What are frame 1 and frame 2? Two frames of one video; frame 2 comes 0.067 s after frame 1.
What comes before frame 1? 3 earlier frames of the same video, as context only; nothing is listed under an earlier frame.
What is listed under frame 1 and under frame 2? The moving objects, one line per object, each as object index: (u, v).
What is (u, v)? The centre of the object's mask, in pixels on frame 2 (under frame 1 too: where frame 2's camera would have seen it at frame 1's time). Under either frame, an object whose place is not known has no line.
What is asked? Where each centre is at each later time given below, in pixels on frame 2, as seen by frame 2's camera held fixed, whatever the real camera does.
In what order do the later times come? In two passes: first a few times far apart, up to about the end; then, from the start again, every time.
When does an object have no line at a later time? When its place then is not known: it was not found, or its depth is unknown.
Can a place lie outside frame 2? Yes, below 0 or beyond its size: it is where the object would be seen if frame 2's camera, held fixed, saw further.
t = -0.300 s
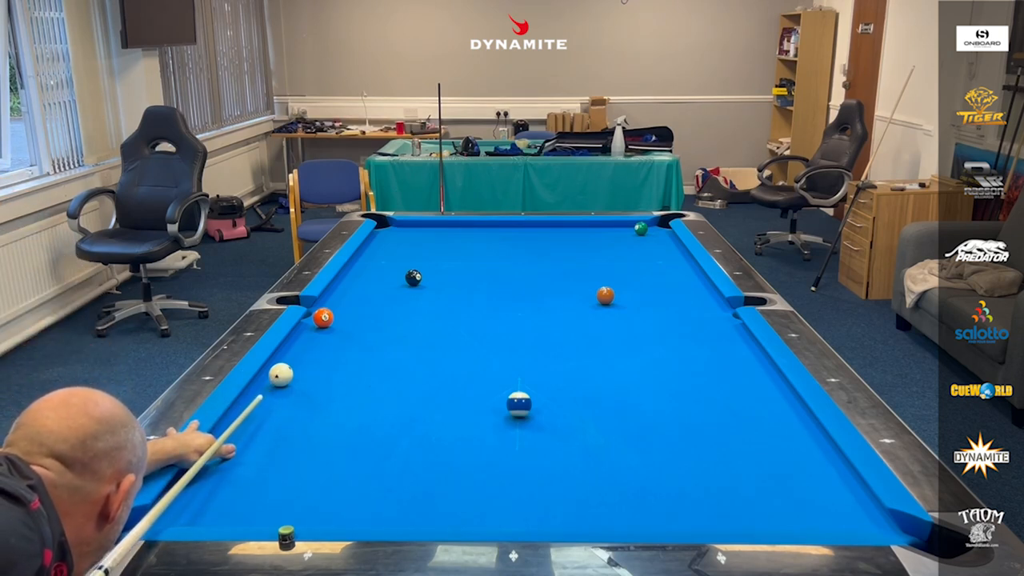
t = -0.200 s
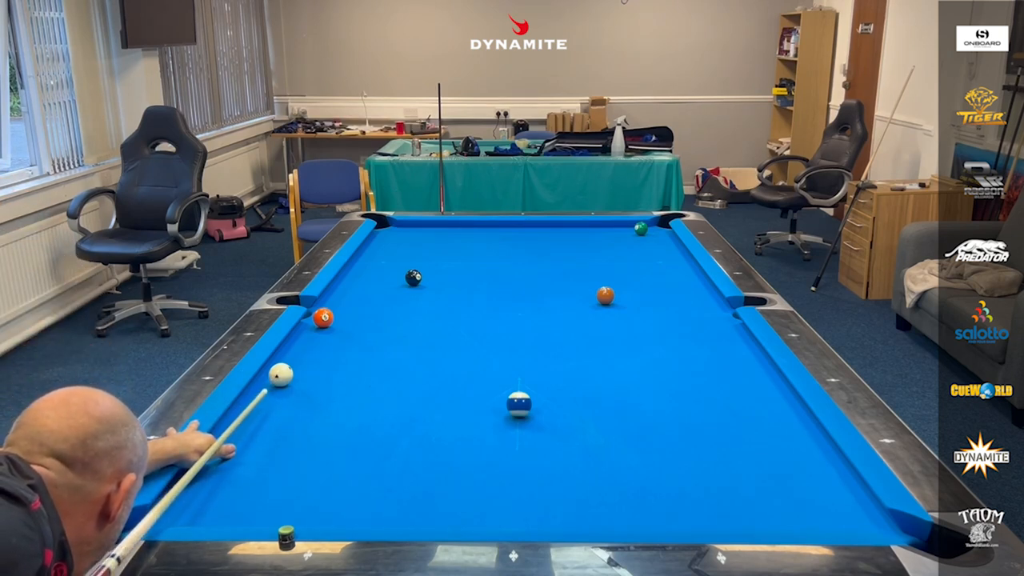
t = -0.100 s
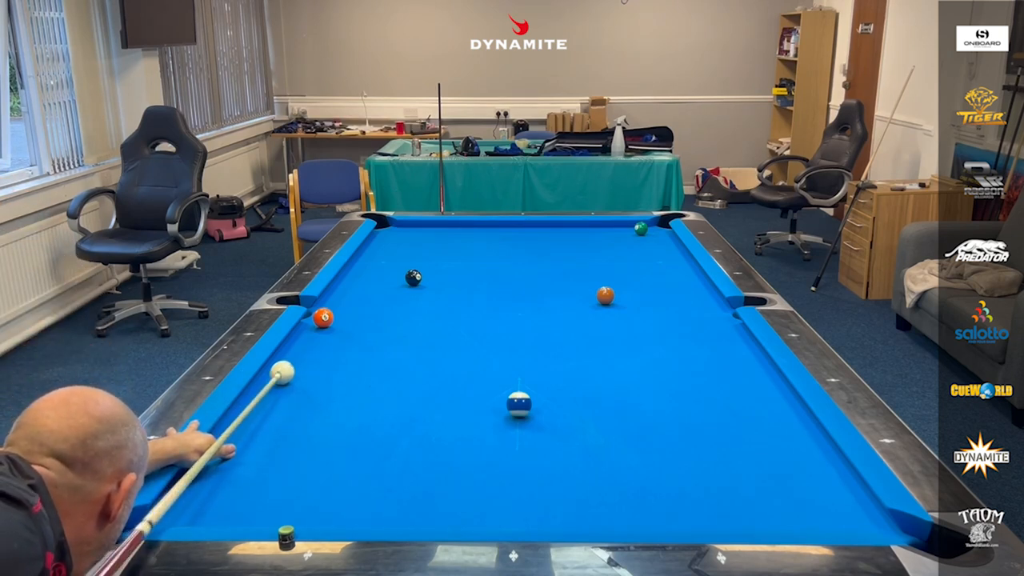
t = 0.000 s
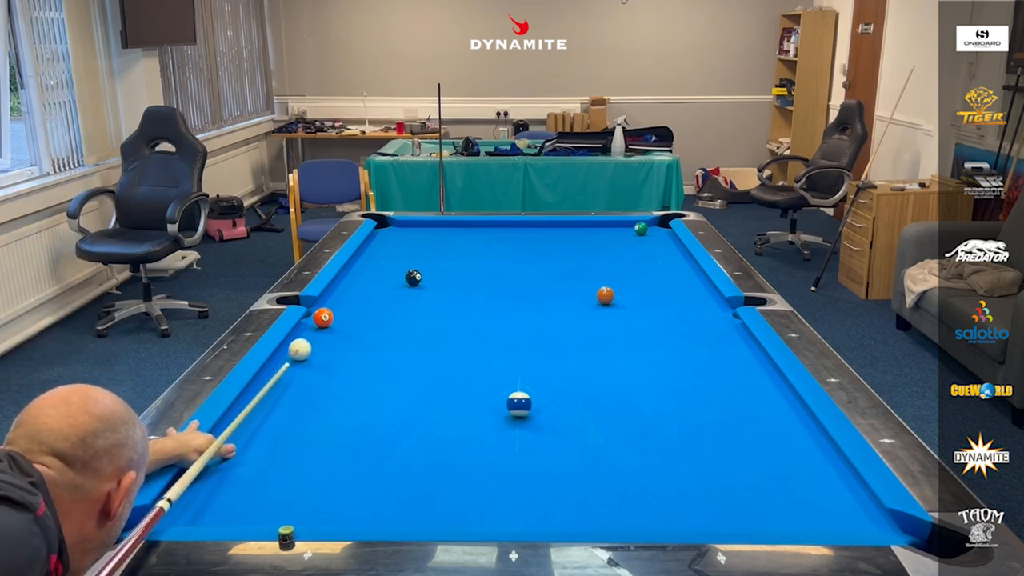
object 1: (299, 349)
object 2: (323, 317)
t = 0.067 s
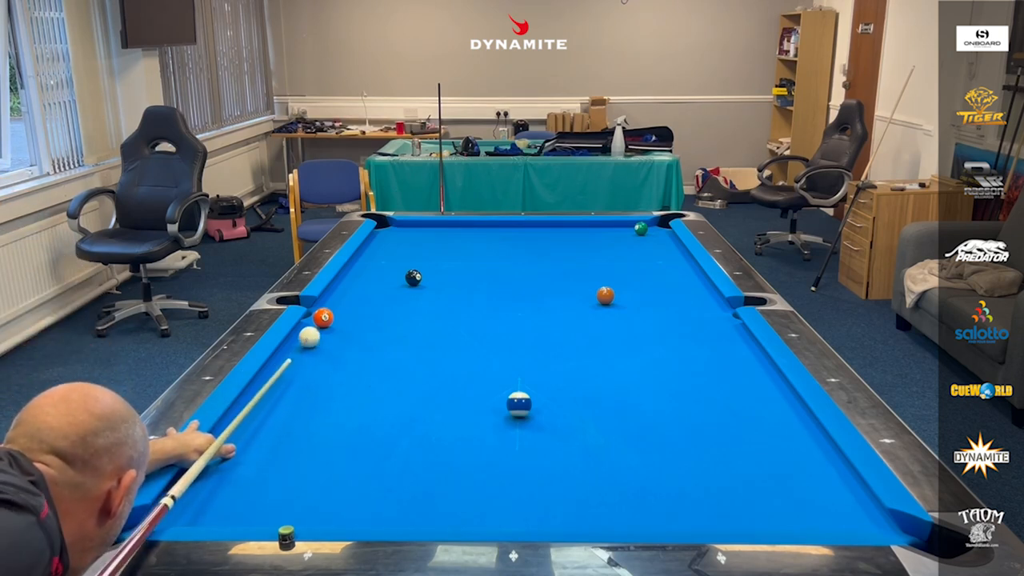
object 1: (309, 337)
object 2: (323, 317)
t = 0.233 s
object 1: (322, 323)
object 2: (330, 306)
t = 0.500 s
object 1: (334, 313)
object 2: (344, 283)
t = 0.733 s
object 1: (343, 305)
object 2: (353, 267)
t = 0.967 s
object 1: (351, 298)
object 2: (361, 254)
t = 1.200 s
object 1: (358, 292)
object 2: (372, 242)
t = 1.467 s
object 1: (365, 286)
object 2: (382, 231)
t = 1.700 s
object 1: (370, 281)
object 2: (389, 222)
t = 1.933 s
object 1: (375, 276)
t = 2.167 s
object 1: (379, 273)
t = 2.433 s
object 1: (384, 269)
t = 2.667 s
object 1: (387, 266)
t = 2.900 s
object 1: (390, 264)
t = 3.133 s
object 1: (393, 261)
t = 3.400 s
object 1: (395, 259)
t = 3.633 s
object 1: (396, 258)
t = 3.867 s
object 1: (397, 257)
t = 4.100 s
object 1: (398, 256)
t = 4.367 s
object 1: (398, 255)
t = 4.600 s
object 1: (398, 255)
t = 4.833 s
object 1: (398, 255)
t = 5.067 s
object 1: (398, 255)
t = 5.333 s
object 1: (398, 255)
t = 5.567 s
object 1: (398, 255)
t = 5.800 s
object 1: (398, 255)
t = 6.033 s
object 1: (398, 255)
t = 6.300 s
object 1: (398, 255)
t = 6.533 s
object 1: (398, 255)
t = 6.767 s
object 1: (398, 255)
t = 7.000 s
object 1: (398, 255)
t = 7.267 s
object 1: (398, 255)
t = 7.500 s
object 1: (398, 255)
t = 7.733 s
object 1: (398, 255)
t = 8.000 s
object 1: (398, 255)
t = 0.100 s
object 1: (313, 331)
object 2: (324, 316)
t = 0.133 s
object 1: (317, 326)
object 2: (325, 314)
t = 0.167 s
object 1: (320, 324)
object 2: (326, 312)
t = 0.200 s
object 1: (321, 323)
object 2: (328, 309)
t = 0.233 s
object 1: (322, 323)
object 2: (330, 306)
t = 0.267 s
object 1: (323, 322)
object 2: (332, 302)
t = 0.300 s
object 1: (325, 321)
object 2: (334, 299)
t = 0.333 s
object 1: (326, 319)
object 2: (336, 296)
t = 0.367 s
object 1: (328, 318)
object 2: (338, 293)
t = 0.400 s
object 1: (329, 317)
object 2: (339, 290)
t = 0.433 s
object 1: (331, 316)
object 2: (341, 288)
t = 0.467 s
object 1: (332, 314)
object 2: (342, 285)
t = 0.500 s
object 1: (334, 313)
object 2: (344, 283)
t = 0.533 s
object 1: (335, 312)
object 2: (345, 280)
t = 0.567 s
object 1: (336, 311)
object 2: (346, 278)
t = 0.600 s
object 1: (337, 310)
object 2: (348, 276)
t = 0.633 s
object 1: (339, 309)
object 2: (349, 273)
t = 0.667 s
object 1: (340, 308)
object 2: (350, 271)
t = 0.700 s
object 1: (341, 307)
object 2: (352, 269)
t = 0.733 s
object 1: (343, 305)
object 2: (353, 267)
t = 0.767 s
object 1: (344, 304)
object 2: (354, 265)
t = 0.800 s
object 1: (345, 303)
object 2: (355, 263)
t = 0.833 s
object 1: (346, 302)
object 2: (356, 261)
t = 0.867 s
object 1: (347, 301)
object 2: (357, 259)
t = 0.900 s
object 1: (348, 300)
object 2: (359, 257)
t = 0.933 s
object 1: (349, 299)
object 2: (360, 255)
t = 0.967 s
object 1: (351, 298)
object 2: (361, 254)
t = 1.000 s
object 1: (352, 297)
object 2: (363, 252)
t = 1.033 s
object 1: (353, 296)
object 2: (365, 250)
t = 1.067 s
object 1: (354, 296)
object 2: (366, 248)
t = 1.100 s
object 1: (355, 295)
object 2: (368, 247)
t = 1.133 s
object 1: (356, 294)
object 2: (369, 245)
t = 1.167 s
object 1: (357, 293)
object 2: (370, 244)
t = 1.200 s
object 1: (358, 292)
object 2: (372, 242)
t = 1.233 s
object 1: (359, 291)
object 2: (373, 241)
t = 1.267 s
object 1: (360, 290)
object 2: (374, 239)
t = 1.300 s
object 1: (361, 290)
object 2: (376, 238)
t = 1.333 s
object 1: (361, 289)
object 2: (377, 236)
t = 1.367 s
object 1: (362, 288)
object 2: (378, 235)
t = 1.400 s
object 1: (363, 287)
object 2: (379, 233)
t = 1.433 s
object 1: (364, 286)
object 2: (380, 232)
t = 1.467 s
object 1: (365, 286)
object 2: (382, 231)
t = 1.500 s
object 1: (366, 285)
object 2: (383, 230)
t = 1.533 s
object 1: (366, 284)
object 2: (384, 228)
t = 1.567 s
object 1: (367, 283)
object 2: (385, 227)
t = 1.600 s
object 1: (368, 283)
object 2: (386, 226)
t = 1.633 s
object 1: (369, 282)
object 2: (387, 224)
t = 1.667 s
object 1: (369, 281)
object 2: (388, 223)
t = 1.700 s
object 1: (370, 281)
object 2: (389, 222)
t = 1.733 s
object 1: (371, 280)
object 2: (388, 222)
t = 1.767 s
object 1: (372, 280)
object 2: (384, 221)
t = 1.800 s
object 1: (372, 279)
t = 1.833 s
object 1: (373, 278)
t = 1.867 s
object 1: (374, 278)
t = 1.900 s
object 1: (374, 277)
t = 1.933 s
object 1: (375, 276)
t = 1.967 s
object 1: (375, 276)
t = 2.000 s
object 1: (376, 275)
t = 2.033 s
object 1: (377, 275)
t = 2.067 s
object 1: (377, 274)
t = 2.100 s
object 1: (378, 274)
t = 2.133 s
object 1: (379, 273)
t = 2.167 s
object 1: (379, 273)
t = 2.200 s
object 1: (380, 272)
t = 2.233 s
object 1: (380, 272)
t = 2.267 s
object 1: (381, 271)
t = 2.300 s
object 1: (381, 271)
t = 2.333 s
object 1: (382, 270)
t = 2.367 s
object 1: (382, 270)
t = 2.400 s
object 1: (383, 270)
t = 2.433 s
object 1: (384, 269)
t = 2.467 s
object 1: (384, 269)
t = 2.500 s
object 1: (385, 268)
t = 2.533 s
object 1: (385, 268)
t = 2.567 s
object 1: (386, 267)
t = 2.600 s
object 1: (386, 267)
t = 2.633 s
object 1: (387, 266)
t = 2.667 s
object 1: (387, 266)
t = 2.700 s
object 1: (388, 266)
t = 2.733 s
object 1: (388, 265)
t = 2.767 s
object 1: (389, 265)
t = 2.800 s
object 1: (389, 265)
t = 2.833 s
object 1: (389, 264)
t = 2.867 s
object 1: (390, 264)
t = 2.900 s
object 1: (390, 264)
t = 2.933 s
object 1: (391, 263)
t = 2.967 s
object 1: (391, 263)
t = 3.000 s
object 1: (391, 263)
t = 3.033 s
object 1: (392, 262)
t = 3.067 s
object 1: (392, 262)
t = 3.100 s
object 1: (392, 262)
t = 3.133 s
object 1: (393, 261)
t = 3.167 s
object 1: (393, 261)
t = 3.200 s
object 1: (393, 261)
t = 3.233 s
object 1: (394, 261)
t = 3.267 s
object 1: (394, 260)
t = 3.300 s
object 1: (394, 260)
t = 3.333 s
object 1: (395, 260)
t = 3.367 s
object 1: (395, 260)
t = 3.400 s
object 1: (395, 259)
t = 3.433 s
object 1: (395, 259)
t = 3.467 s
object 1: (395, 259)
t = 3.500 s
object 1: (396, 259)
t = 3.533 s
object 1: (396, 259)
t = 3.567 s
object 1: (396, 258)
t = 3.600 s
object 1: (396, 258)
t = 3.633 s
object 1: (396, 258)
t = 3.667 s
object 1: (396, 258)
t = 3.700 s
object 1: (396, 258)
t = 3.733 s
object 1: (397, 257)
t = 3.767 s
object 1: (397, 257)
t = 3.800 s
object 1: (397, 257)
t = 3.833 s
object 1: (397, 257)
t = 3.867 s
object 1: (397, 257)
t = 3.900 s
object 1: (397, 257)
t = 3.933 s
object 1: (397, 256)
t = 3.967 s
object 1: (397, 256)
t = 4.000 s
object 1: (397, 256)
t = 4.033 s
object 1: (398, 256)
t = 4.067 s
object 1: (398, 256)
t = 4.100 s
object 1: (398, 256)
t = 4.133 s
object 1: (398, 256)
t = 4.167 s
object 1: (398, 256)
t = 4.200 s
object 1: (398, 256)
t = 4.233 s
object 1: (398, 256)
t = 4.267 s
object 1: (398, 256)
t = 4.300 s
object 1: (398, 256)
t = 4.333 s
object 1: (398, 256)
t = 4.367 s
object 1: (398, 255)
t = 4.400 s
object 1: (398, 255)
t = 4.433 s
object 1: (398, 255)
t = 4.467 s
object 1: (398, 255)
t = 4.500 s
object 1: (398, 255)
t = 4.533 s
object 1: (398, 255)
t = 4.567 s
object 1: (398, 255)
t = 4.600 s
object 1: (398, 255)
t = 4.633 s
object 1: (398, 255)
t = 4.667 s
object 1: (398, 255)
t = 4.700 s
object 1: (398, 255)
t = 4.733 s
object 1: (398, 255)
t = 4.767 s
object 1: (398, 255)
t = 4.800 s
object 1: (398, 255)
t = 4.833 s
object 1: (398, 255)
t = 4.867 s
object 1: (398, 255)
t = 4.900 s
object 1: (398, 255)
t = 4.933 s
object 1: (398, 255)
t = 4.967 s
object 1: (398, 255)
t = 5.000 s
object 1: (398, 255)
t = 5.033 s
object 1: (398, 255)
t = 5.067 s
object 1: (398, 255)
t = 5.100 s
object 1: (398, 255)
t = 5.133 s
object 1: (398, 255)
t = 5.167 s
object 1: (398, 255)
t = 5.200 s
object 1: (398, 255)
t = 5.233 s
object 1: (398, 255)
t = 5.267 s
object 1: (398, 255)
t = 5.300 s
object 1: (398, 255)
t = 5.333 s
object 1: (398, 255)
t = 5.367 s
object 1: (398, 255)
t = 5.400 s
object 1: (398, 255)
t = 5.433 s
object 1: (398, 255)
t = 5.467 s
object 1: (398, 255)
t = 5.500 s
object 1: (398, 255)
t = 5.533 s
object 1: (398, 255)
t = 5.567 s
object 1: (398, 255)
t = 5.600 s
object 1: (398, 255)
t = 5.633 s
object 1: (398, 255)
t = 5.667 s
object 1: (398, 255)
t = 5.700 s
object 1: (398, 255)
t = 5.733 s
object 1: (398, 255)
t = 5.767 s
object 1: (398, 255)
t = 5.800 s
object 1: (398, 255)
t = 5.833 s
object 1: (398, 255)
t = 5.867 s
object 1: (398, 255)
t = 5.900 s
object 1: (398, 255)
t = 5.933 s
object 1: (398, 255)
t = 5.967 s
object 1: (398, 255)
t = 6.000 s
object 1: (398, 255)
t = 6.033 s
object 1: (398, 255)
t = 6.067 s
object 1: (398, 255)
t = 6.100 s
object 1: (398, 255)
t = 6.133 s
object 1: (398, 255)
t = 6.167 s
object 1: (398, 255)
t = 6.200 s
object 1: (398, 255)
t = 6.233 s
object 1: (398, 255)
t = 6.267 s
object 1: (398, 255)
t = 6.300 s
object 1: (398, 255)
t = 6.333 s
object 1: (398, 255)
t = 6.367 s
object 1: (398, 255)
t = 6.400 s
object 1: (398, 255)
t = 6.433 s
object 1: (398, 255)
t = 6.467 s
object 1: (398, 255)
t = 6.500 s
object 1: (398, 255)
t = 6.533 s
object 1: (398, 255)
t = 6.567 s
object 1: (398, 255)
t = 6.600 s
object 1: (398, 255)
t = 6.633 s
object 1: (398, 255)
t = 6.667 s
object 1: (398, 255)
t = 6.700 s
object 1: (398, 255)
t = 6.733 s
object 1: (398, 255)
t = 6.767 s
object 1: (398, 255)
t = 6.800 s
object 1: (398, 255)
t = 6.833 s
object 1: (398, 255)
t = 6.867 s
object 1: (398, 255)
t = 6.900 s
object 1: (398, 255)
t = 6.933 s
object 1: (398, 255)
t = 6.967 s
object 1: (398, 255)
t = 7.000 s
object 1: (398, 255)
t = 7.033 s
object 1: (398, 255)
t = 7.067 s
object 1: (398, 255)
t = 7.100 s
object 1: (398, 255)
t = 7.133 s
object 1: (398, 255)
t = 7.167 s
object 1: (398, 255)
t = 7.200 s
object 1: (398, 255)
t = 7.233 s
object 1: (398, 255)
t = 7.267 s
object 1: (398, 255)
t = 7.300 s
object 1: (398, 255)
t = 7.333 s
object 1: (398, 255)
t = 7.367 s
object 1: (398, 255)
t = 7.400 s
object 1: (398, 255)
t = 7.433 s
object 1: (398, 255)
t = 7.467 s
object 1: (398, 255)
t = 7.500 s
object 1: (398, 255)
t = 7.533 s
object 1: (398, 255)
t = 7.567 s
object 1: (398, 255)
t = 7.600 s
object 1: (398, 255)
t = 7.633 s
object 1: (398, 255)
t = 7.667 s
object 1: (398, 255)
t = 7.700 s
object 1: (398, 255)
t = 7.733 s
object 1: (398, 255)
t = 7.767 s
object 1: (398, 255)
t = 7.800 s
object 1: (398, 255)
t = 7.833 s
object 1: (398, 255)
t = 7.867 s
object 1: (398, 255)
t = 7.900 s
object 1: (398, 255)
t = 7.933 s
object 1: (398, 255)
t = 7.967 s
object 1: (398, 255)
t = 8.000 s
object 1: (398, 255)
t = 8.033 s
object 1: (398, 255)
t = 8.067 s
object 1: (398, 255)
